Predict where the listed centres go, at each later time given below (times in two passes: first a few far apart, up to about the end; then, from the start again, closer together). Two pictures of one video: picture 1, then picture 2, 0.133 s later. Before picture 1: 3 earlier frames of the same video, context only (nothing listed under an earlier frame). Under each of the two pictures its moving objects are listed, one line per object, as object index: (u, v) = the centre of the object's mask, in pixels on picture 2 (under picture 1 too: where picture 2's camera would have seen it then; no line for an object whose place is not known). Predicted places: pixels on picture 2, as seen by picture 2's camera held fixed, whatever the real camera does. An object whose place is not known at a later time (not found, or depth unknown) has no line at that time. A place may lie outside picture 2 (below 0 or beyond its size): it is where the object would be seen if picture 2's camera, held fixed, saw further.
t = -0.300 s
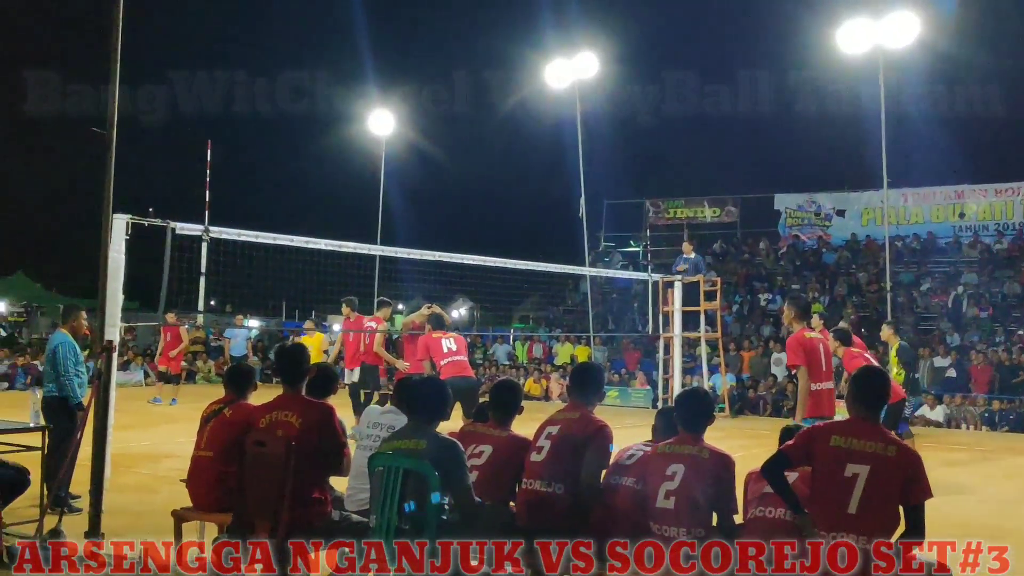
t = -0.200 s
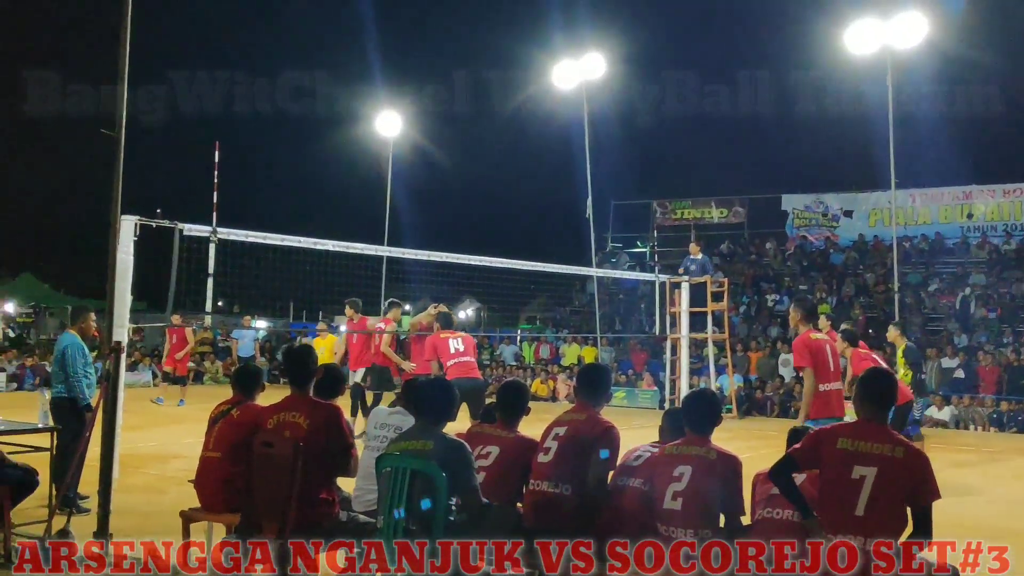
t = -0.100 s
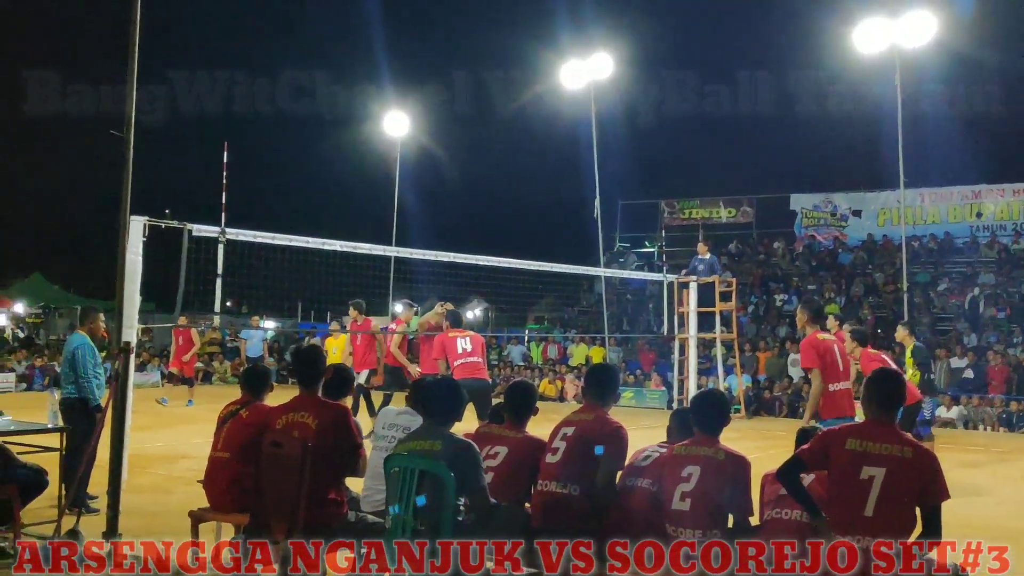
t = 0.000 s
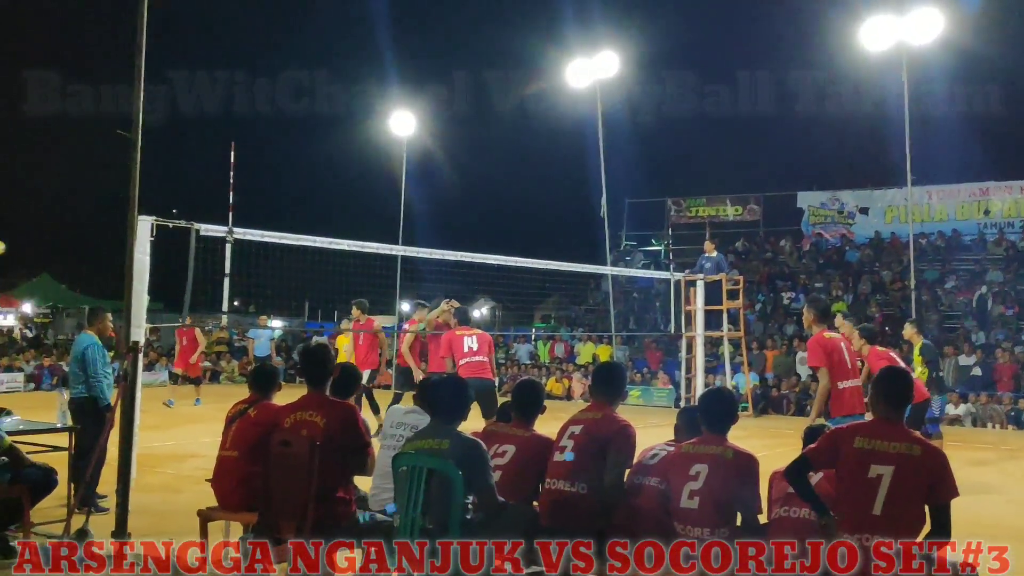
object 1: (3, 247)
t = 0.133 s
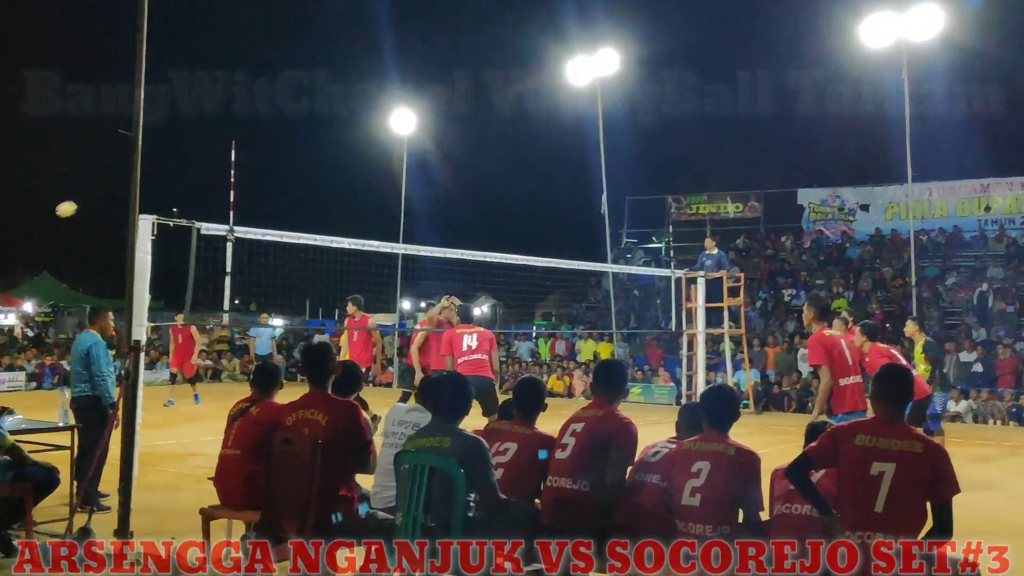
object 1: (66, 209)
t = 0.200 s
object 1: (103, 193)
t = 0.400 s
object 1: (221, 166)
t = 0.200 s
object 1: (103, 193)
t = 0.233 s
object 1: (121, 186)
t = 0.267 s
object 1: (145, 180)
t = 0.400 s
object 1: (221, 166)
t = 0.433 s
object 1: (242, 165)
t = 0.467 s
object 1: (264, 165)
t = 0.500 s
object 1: (286, 165)
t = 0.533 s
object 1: (307, 166)
